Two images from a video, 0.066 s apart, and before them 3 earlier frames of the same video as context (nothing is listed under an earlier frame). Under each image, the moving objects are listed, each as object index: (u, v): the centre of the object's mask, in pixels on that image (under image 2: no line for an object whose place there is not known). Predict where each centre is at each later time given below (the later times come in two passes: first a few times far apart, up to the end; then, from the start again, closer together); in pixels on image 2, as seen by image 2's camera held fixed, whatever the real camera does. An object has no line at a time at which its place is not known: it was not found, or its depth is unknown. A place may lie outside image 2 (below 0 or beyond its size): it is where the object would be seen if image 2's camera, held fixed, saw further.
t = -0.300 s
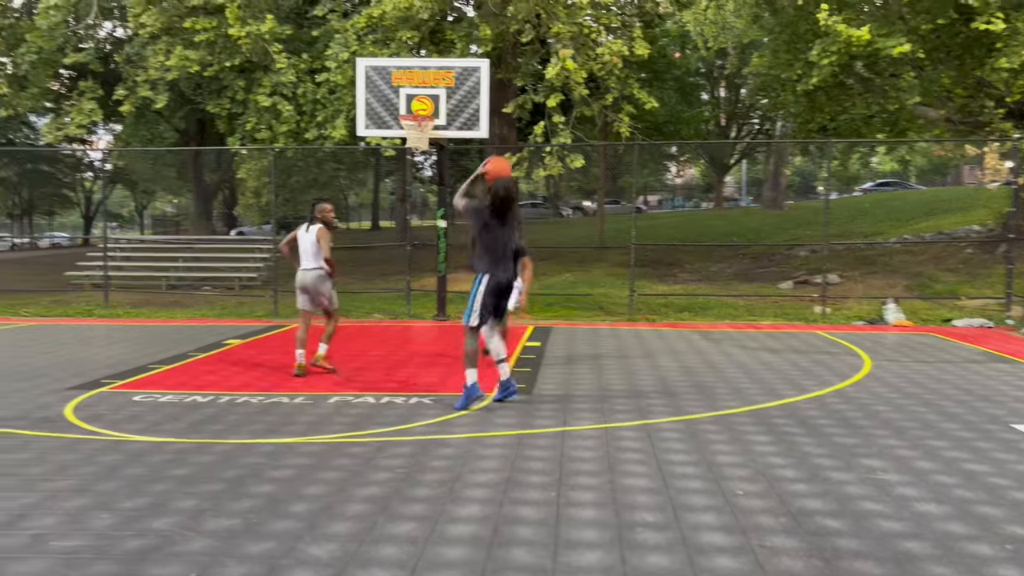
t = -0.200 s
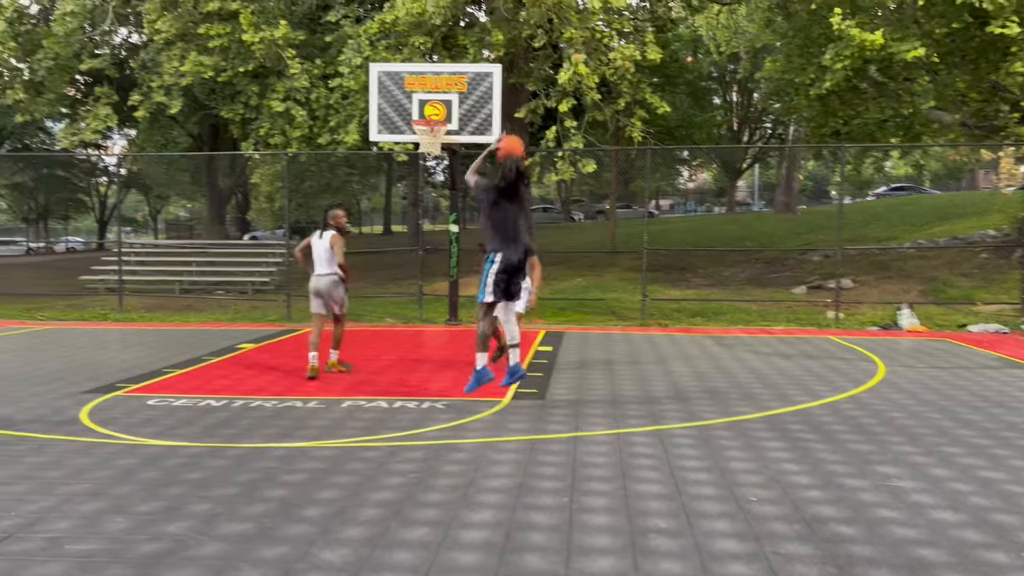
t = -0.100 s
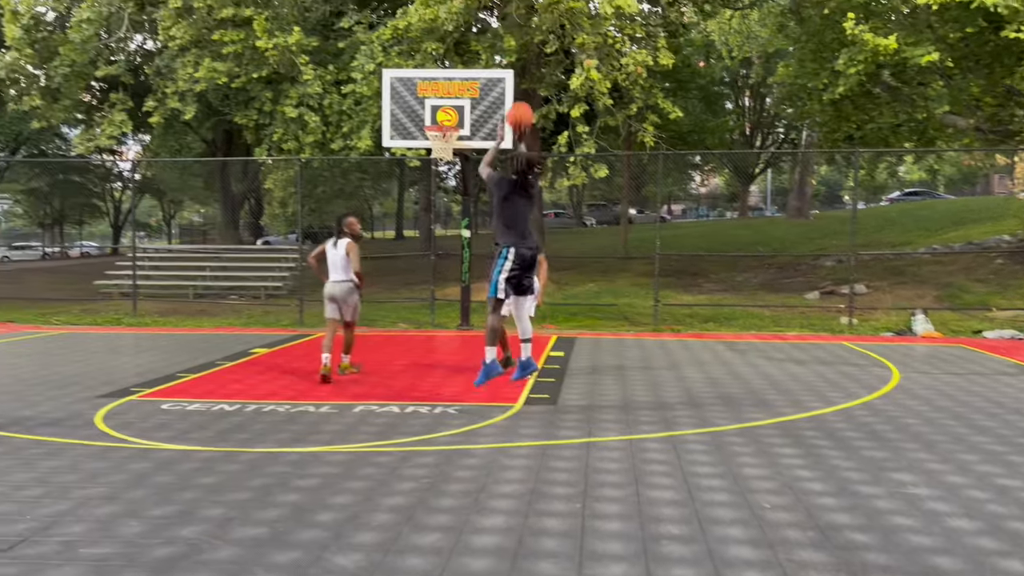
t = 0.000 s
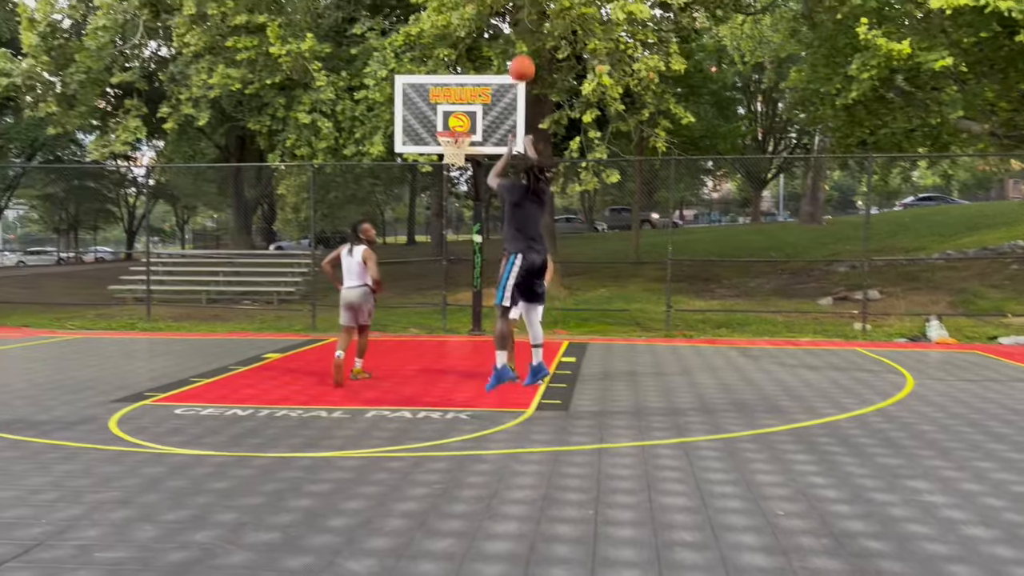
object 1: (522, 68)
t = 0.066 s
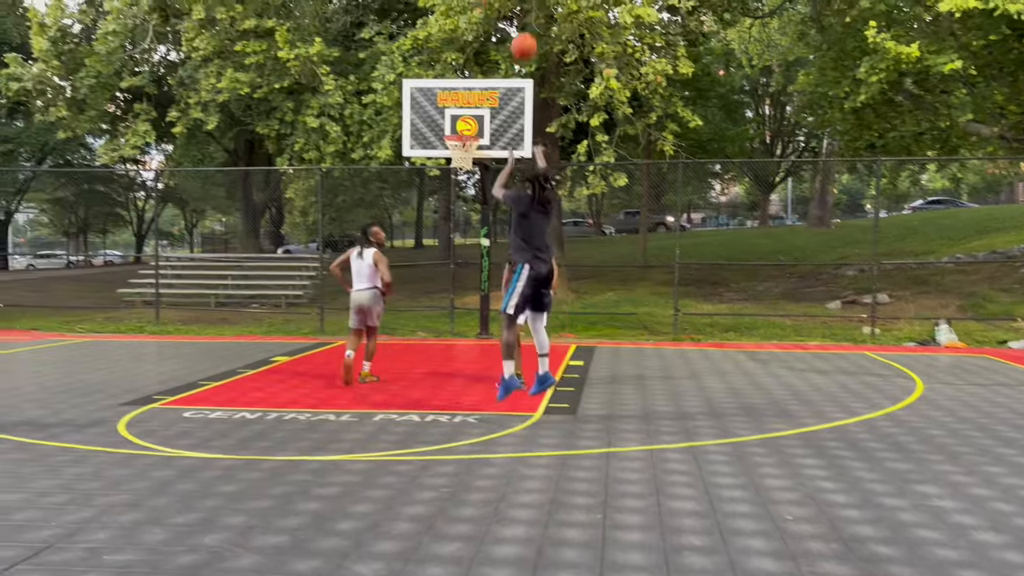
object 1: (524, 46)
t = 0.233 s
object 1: (511, 5)
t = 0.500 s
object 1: (493, 0)
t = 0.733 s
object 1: (480, 43)
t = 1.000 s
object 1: (467, 129)
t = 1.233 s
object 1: (431, 89)
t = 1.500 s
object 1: (381, 81)
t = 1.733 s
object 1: (331, 126)
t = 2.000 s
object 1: (269, 246)
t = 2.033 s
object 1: (260, 268)
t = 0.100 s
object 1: (521, 35)
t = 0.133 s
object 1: (518, 26)
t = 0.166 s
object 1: (516, 17)
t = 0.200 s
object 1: (513, 11)
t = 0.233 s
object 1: (511, 5)
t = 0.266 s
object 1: (508, 1)
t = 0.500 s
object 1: (493, 0)
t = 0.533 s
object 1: (492, 4)
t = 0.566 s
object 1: (489, 8)
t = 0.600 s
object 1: (488, 13)
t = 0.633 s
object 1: (486, 19)
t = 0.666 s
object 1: (483, 28)
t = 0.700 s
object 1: (482, 35)
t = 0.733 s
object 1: (480, 43)
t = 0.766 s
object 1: (479, 52)
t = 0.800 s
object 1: (477, 62)
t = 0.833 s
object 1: (475, 70)
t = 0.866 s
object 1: (474, 81)
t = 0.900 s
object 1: (472, 94)
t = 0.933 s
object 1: (471, 105)
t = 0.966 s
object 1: (469, 117)
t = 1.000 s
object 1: (467, 129)
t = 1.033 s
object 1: (463, 128)
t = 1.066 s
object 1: (459, 118)
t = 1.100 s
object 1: (453, 111)
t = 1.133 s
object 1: (448, 105)
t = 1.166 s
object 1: (441, 99)
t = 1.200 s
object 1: (436, 94)
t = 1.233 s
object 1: (431, 89)
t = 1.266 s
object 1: (426, 84)
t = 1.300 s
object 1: (419, 81)
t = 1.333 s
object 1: (413, 80)
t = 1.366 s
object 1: (406, 78)
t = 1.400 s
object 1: (400, 77)
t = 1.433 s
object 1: (394, 78)
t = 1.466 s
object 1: (389, 79)
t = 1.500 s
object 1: (381, 81)
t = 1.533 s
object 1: (374, 84)
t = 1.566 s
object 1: (367, 88)
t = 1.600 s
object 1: (360, 94)
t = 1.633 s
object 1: (353, 100)
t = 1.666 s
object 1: (346, 107)
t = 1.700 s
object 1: (339, 116)
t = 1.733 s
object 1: (331, 126)
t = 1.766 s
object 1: (324, 136)
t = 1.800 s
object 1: (316, 147)
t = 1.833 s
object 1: (308, 160)
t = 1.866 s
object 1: (300, 175)
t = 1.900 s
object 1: (293, 192)
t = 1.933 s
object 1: (285, 209)
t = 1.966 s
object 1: (277, 226)
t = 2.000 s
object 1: (269, 246)
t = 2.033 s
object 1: (260, 268)
